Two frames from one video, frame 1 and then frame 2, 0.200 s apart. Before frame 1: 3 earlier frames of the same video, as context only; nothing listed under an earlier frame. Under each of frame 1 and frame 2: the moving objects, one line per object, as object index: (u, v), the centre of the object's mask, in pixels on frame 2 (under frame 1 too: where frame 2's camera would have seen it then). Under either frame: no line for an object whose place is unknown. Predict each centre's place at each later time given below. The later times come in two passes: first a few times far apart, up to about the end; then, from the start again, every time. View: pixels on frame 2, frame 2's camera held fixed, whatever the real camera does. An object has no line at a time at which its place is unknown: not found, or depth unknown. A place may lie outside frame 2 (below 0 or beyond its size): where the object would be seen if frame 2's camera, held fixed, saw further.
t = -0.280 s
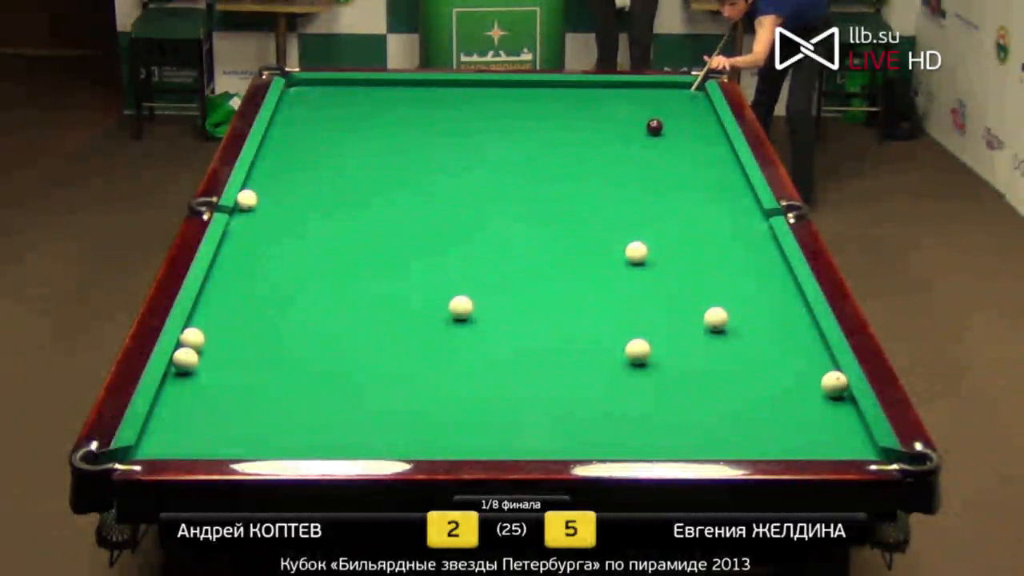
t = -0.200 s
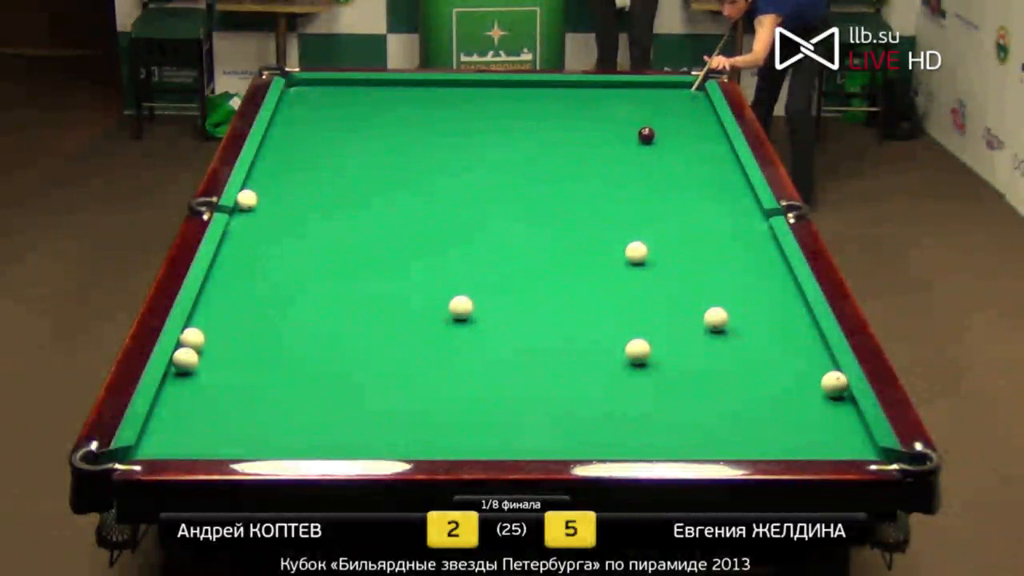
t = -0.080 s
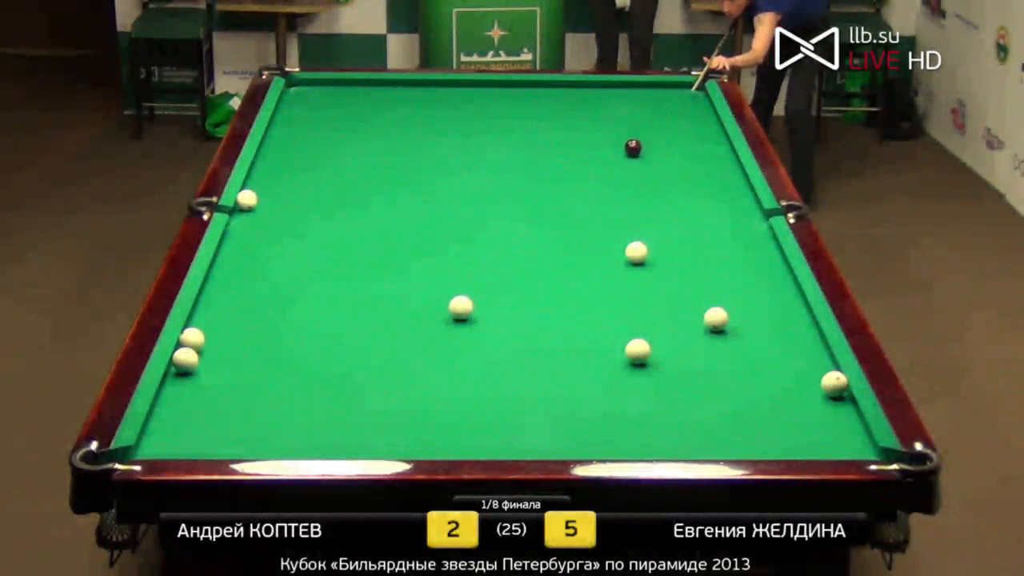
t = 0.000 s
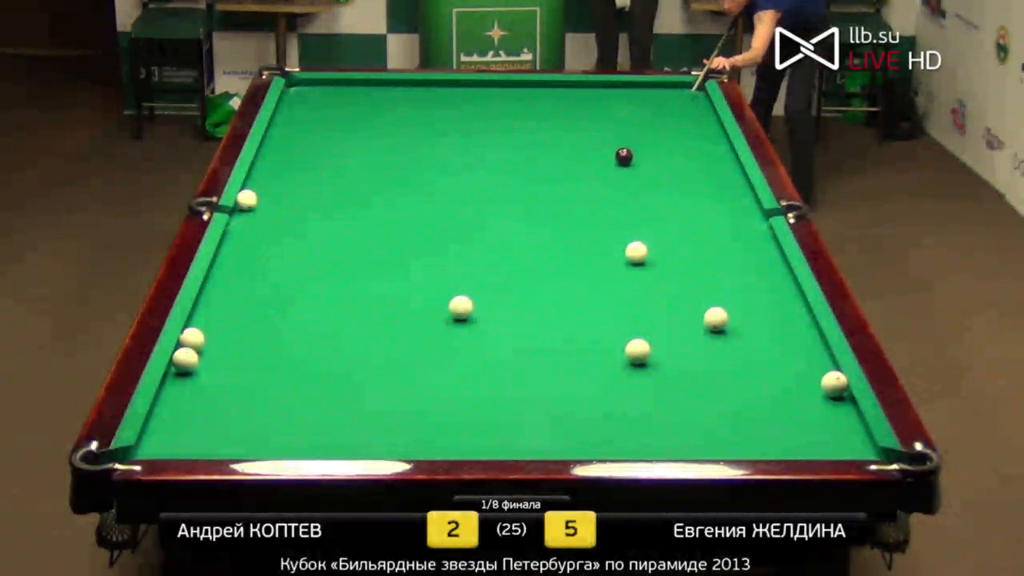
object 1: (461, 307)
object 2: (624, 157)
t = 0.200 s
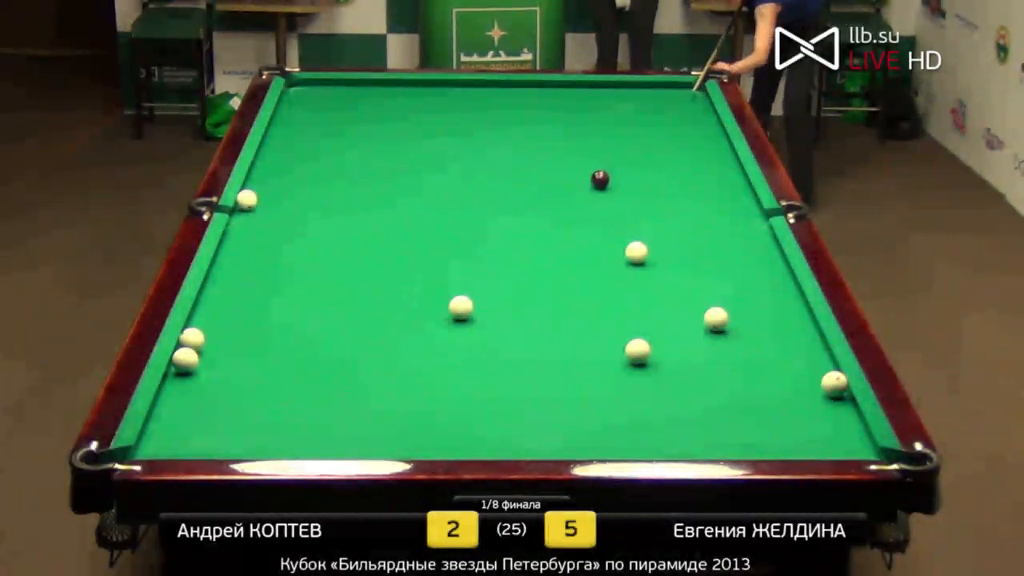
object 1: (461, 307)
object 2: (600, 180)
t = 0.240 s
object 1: (461, 307)
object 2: (595, 184)
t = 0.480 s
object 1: (461, 307)
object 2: (563, 215)
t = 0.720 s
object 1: (461, 307)
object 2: (528, 248)
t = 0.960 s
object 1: (461, 307)
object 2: (490, 285)
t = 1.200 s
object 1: (429, 327)
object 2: (479, 306)
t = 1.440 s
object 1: (386, 353)
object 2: (482, 319)
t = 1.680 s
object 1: (343, 380)
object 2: (485, 331)
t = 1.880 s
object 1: (304, 403)
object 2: (488, 341)
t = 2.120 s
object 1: (255, 433)
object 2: (491, 354)
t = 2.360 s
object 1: (217, 440)
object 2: (494, 366)
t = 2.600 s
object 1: (197, 426)
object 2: (497, 378)
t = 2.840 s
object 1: (178, 411)
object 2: (501, 389)
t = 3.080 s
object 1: (172, 397)
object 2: (504, 400)
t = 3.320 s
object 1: (189, 385)
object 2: (507, 411)
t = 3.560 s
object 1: (205, 375)
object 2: (510, 421)
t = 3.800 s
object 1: (219, 365)
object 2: (513, 431)
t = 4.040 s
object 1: (232, 356)
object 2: (516, 439)
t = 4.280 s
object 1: (244, 348)
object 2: (519, 444)
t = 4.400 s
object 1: (249, 344)
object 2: (520, 446)
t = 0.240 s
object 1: (461, 307)
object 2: (595, 184)
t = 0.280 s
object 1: (461, 307)
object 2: (590, 189)
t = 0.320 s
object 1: (461, 307)
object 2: (585, 194)
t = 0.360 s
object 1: (461, 307)
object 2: (579, 200)
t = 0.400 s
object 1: (461, 307)
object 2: (574, 204)
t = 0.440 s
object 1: (461, 307)
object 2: (566, 212)
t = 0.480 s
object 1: (461, 307)
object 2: (563, 215)
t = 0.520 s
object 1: (461, 307)
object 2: (558, 220)
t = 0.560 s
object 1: (461, 307)
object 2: (549, 228)
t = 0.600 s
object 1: (461, 307)
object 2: (546, 231)
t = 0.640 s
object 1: (461, 307)
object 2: (540, 237)
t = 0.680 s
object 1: (461, 307)
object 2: (534, 242)
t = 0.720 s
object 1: (461, 307)
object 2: (528, 248)
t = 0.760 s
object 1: (461, 307)
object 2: (519, 257)
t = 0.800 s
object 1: (461, 307)
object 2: (515, 260)
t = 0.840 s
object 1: (461, 307)
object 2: (510, 266)
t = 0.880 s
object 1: (461, 307)
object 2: (503, 273)
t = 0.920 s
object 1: (461, 307)
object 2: (496, 279)
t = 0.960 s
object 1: (461, 307)
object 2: (490, 285)
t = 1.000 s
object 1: (461, 307)
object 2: (483, 292)
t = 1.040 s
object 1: (461, 308)
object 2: (477, 297)
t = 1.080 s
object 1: (455, 310)
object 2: (475, 301)
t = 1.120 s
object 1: (446, 316)
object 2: (476, 303)
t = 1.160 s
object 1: (437, 322)
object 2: (478, 304)
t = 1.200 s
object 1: (429, 327)
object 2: (479, 306)
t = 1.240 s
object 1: (421, 331)
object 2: (479, 308)
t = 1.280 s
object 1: (414, 335)
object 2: (480, 310)
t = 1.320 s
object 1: (408, 340)
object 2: (480, 312)
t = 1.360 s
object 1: (401, 344)
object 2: (481, 314)
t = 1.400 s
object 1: (394, 348)
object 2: (481, 317)
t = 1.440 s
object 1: (386, 353)
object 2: (482, 319)
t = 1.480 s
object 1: (379, 357)
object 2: (482, 321)
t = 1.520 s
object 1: (369, 363)
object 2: (483, 324)
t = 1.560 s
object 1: (365, 366)
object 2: (483, 325)
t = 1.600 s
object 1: (358, 370)
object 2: (484, 327)
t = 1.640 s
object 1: (350, 375)
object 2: (484, 329)
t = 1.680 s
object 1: (343, 380)
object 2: (485, 331)
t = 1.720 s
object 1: (335, 384)
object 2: (486, 333)
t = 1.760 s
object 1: (327, 389)
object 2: (486, 336)
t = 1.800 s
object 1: (320, 393)
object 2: (487, 338)
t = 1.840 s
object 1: (312, 398)
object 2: (487, 340)
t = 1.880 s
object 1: (304, 403)
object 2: (488, 341)
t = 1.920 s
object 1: (296, 408)
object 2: (488, 344)
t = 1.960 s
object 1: (284, 415)
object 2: (489, 347)
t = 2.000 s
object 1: (280, 418)
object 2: (489, 348)
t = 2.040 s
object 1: (272, 423)
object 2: (490, 350)
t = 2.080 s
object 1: (263, 428)
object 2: (490, 352)
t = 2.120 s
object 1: (255, 433)
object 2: (491, 354)
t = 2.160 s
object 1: (243, 438)
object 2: (492, 357)
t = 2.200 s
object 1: (239, 440)
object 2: (492, 358)
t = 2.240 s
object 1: (230, 443)
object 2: (493, 360)
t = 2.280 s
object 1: (223, 445)
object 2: (493, 362)
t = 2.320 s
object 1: (220, 442)
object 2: (494, 364)
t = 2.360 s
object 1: (217, 440)
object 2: (494, 366)
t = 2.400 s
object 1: (213, 439)
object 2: (495, 367)
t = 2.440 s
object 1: (211, 438)
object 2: (495, 370)
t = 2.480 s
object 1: (206, 435)
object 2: (496, 372)
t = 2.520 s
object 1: (203, 432)
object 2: (496, 374)
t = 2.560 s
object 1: (200, 429)
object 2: (497, 376)
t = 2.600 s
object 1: (197, 426)
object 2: (497, 378)
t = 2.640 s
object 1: (194, 423)
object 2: (498, 379)
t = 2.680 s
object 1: (191, 420)
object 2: (498, 381)
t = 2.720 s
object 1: (187, 418)
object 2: (499, 383)
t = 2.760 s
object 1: (184, 415)
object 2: (500, 385)
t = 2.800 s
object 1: (181, 413)
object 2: (500, 387)
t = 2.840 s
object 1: (178, 411)
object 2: (501, 389)
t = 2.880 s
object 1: (175, 408)
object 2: (501, 391)
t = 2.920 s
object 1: (171, 405)
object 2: (502, 393)
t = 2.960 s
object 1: (168, 402)
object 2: (502, 395)
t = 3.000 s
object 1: (166, 401)
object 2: (503, 396)
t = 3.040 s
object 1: (169, 399)
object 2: (503, 398)
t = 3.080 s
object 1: (172, 397)
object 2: (504, 400)
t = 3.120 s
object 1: (176, 394)
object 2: (504, 403)
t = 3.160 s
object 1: (178, 393)
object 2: (505, 404)
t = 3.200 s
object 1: (181, 390)
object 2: (505, 405)
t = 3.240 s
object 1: (183, 389)
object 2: (506, 407)
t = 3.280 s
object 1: (186, 387)
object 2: (507, 409)
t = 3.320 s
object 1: (189, 385)
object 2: (507, 411)
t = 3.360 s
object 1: (191, 383)
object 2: (508, 412)
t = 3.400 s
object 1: (194, 382)
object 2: (508, 414)
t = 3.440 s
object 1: (197, 380)
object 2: (509, 416)
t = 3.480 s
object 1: (200, 378)
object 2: (509, 417)
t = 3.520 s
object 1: (202, 377)
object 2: (510, 419)
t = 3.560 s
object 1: (205, 375)
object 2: (510, 421)
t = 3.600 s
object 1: (207, 373)
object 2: (511, 423)
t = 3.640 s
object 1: (209, 371)
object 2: (512, 424)
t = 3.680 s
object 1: (212, 370)
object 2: (512, 426)
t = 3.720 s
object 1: (214, 368)
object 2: (513, 427)
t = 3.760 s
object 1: (217, 366)
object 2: (513, 429)
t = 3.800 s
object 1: (219, 365)
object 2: (513, 431)
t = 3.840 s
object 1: (221, 363)
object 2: (514, 432)
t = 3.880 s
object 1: (223, 362)
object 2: (514, 434)
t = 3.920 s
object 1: (225, 360)
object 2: (515, 435)
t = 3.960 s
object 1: (228, 359)
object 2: (515, 437)
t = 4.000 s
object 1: (230, 358)
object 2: (516, 438)
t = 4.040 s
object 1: (232, 356)
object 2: (516, 439)
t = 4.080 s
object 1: (234, 355)
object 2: (517, 440)
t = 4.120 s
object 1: (236, 353)
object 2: (517, 441)
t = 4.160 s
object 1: (238, 352)
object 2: (517, 442)
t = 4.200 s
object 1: (240, 350)
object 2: (518, 443)
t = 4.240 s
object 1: (242, 349)
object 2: (518, 443)
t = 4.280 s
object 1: (244, 348)
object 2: (519, 444)
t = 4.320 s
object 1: (246, 346)
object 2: (519, 445)
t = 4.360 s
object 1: (247, 345)
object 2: (520, 446)
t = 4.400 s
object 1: (249, 344)
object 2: (520, 446)
